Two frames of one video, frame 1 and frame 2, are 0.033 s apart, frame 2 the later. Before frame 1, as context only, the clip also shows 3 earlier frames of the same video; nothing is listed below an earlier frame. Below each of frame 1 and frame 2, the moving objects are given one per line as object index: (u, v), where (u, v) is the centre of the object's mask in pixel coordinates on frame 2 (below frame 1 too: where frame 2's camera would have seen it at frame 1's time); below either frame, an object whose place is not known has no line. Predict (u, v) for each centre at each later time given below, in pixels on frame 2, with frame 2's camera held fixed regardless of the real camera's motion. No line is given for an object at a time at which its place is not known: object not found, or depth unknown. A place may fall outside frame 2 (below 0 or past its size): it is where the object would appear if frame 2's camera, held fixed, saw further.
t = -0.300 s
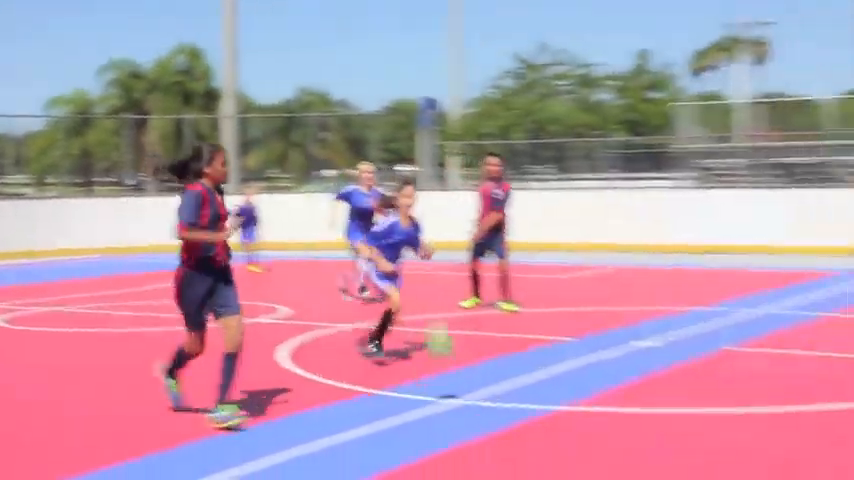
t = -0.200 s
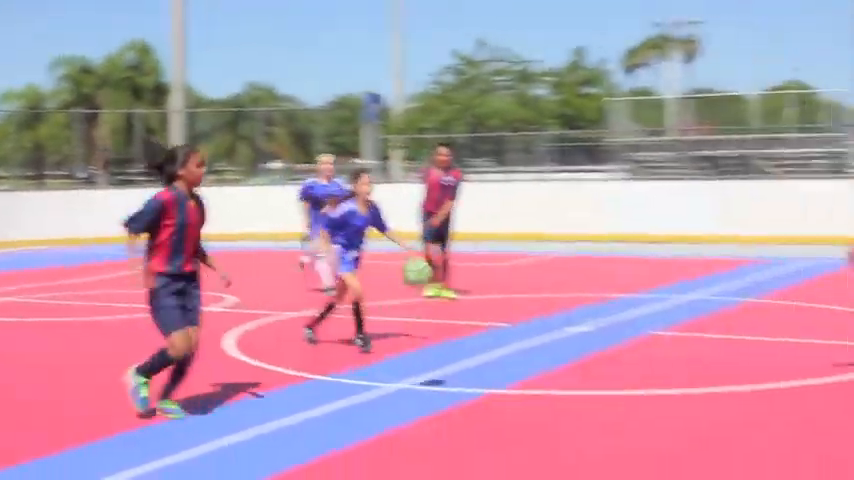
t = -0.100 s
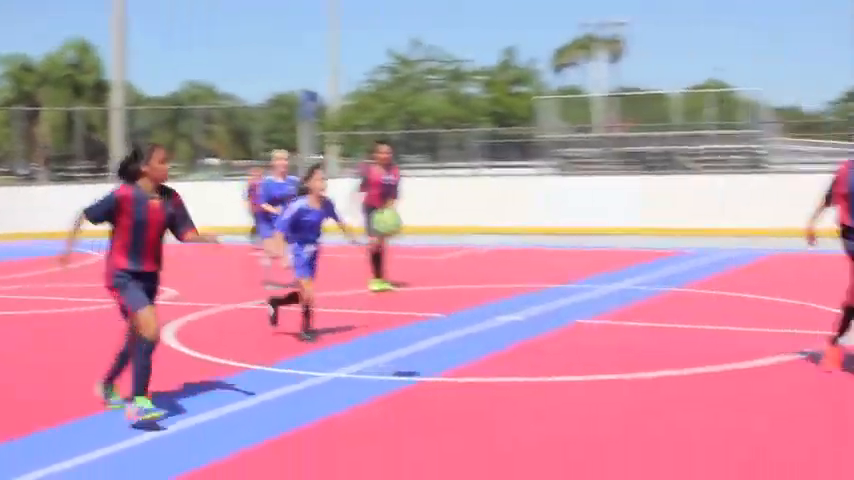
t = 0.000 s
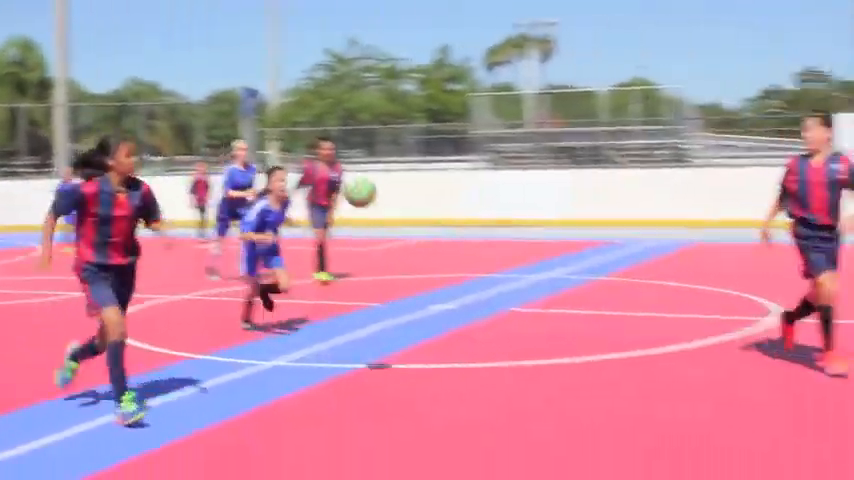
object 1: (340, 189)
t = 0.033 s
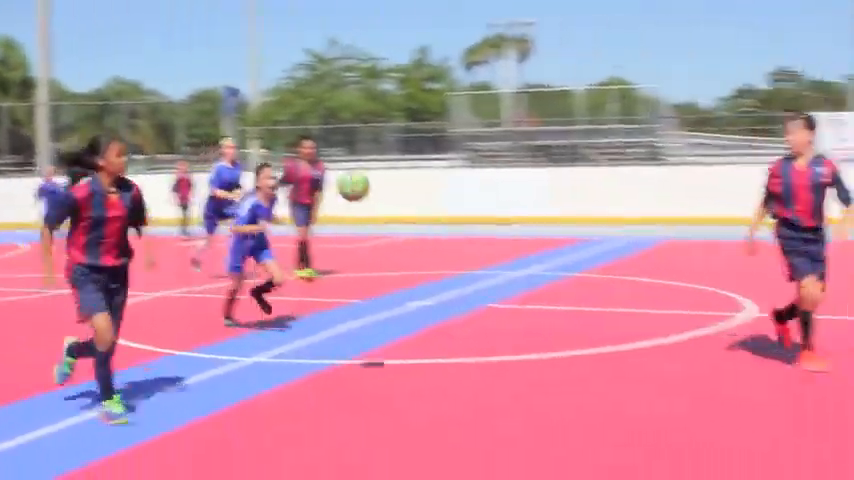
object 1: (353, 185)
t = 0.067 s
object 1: (365, 184)
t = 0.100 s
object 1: (378, 183)
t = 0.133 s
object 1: (391, 184)
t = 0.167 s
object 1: (406, 187)
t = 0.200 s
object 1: (421, 194)
